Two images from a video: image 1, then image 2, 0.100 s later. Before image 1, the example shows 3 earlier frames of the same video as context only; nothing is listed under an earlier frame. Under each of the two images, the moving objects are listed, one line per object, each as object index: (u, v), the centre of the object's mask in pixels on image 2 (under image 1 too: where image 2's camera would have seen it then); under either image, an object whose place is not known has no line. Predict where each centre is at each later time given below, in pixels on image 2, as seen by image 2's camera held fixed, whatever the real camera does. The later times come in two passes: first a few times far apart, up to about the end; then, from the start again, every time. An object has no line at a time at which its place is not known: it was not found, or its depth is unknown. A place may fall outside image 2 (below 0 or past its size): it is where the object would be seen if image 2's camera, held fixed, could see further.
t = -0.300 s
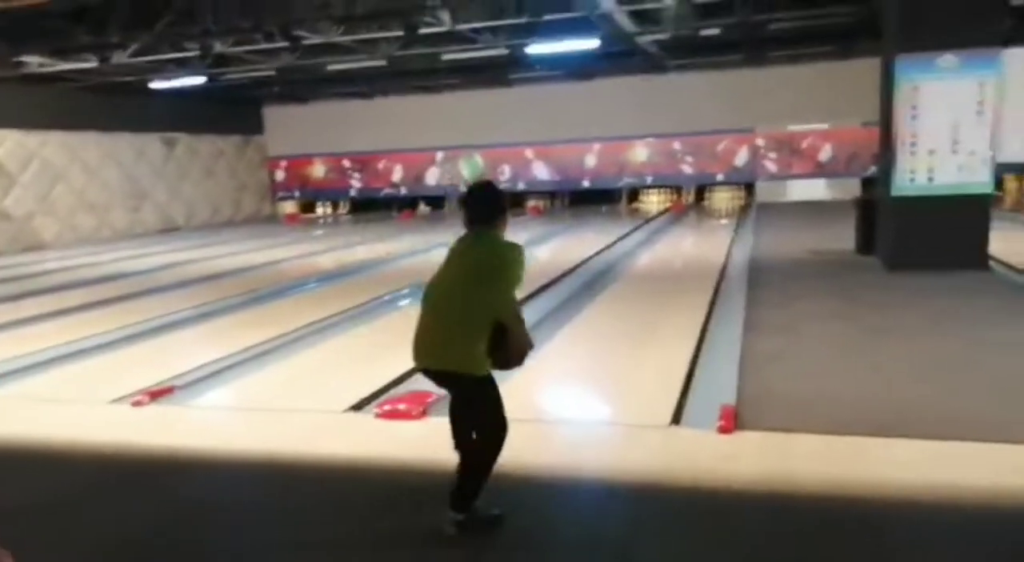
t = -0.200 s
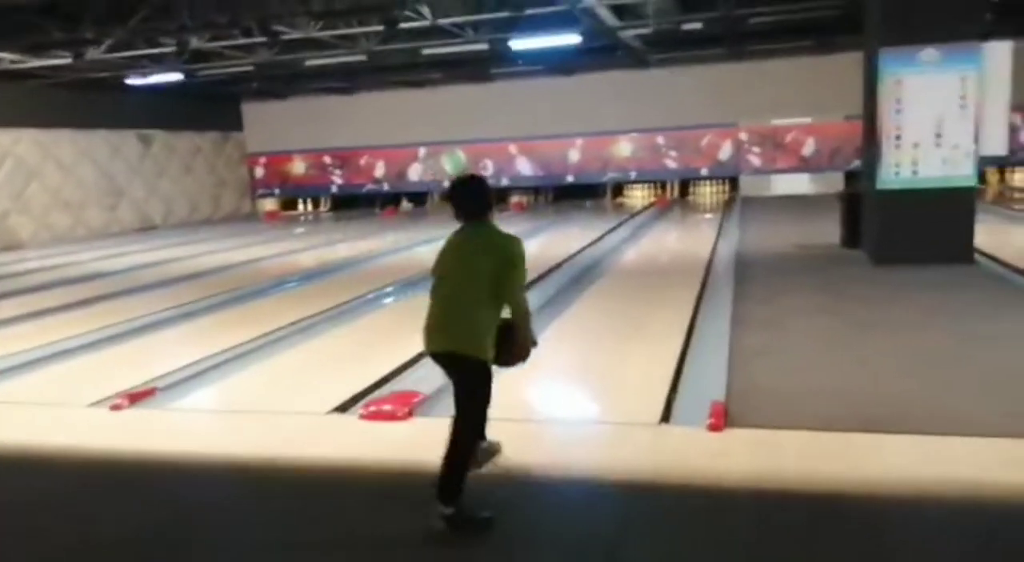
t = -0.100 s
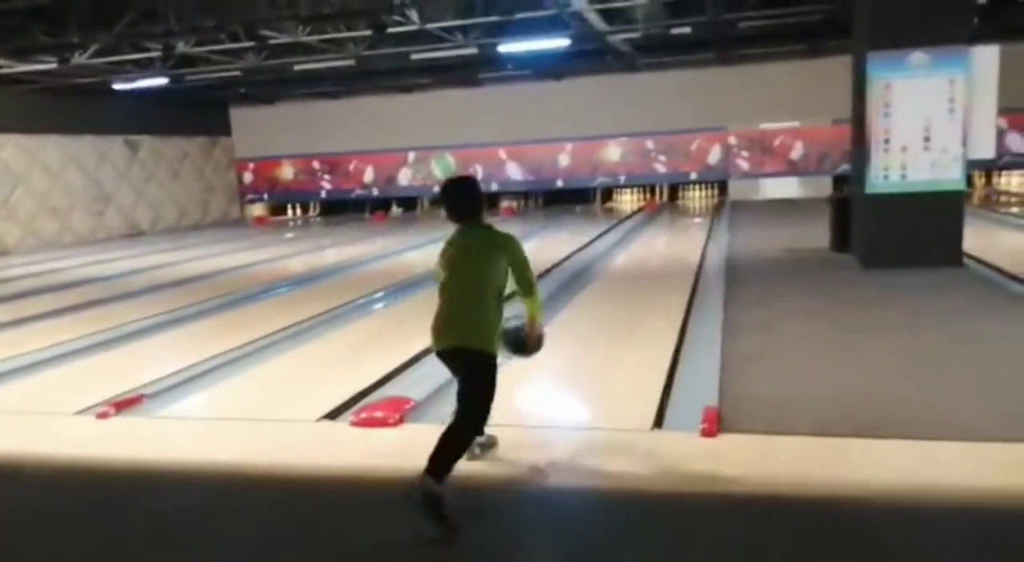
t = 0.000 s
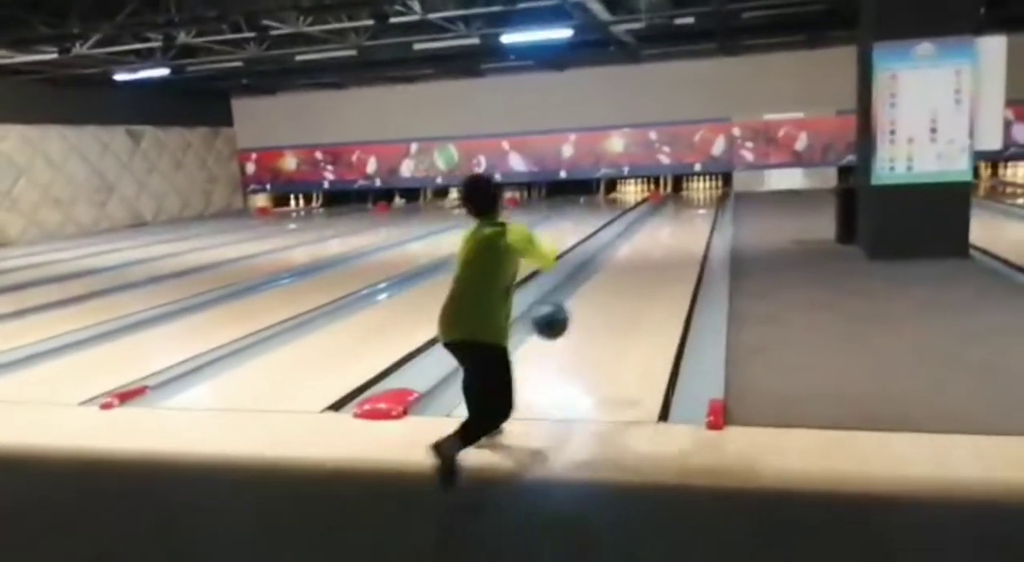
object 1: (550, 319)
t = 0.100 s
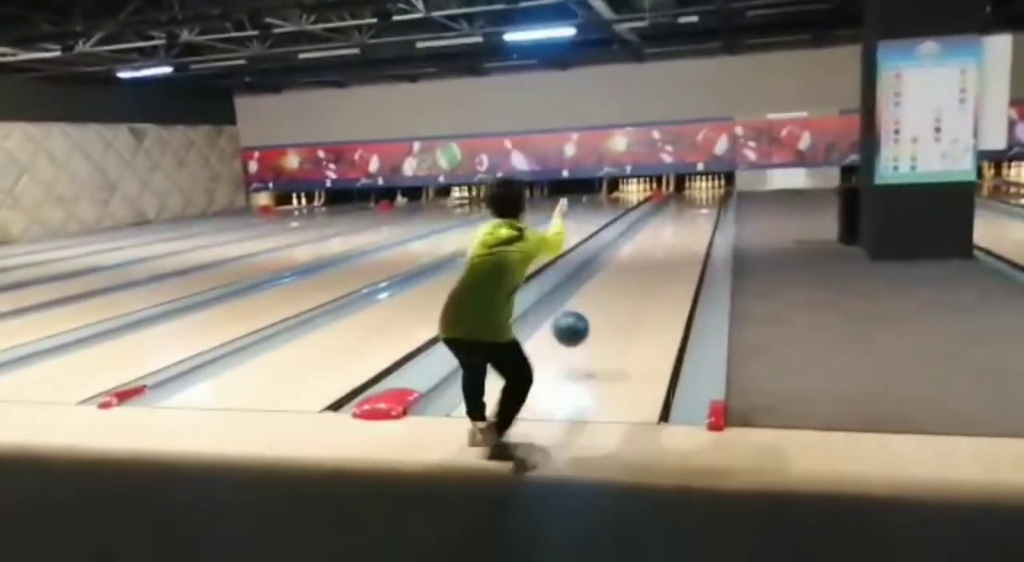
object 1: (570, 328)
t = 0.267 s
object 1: (596, 330)
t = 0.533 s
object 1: (621, 296)
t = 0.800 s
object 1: (638, 274)
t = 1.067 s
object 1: (651, 256)
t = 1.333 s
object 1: (659, 245)
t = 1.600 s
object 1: (664, 235)
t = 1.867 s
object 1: (669, 228)
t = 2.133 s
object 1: (672, 221)
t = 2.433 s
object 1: (676, 215)
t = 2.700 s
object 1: (679, 211)
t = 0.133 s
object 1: (577, 334)
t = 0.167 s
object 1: (582, 341)
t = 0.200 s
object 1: (588, 341)
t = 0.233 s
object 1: (592, 334)
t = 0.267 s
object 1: (596, 330)
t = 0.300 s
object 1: (599, 326)
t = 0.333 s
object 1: (603, 321)
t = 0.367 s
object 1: (606, 317)
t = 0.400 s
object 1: (610, 312)
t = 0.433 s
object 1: (613, 308)
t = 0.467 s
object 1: (616, 304)
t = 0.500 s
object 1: (618, 300)
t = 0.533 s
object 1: (621, 296)
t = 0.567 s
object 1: (623, 293)
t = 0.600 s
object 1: (626, 290)
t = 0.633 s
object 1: (628, 287)
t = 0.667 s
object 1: (630, 284)
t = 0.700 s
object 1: (633, 282)
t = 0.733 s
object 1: (635, 279)
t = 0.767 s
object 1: (636, 276)
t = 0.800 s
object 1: (638, 274)
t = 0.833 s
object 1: (640, 272)
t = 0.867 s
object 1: (642, 270)
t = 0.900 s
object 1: (643, 267)
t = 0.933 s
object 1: (644, 265)
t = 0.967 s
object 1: (646, 263)
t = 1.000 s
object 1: (648, 261)
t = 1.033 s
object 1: (650, 258)
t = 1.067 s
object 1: (651, 256)
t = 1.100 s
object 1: (652, 255)
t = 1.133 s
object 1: (654, 253)
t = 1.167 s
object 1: (654, 252)
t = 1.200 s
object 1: (655, 250)
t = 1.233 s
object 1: (656, 249)
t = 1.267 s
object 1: (657, 247)
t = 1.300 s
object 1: (657, 246)
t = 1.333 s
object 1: (659, 245)
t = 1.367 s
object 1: (659, 243)
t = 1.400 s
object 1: (660, 242)
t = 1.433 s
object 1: (660, 241)
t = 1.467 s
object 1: (661, 240)
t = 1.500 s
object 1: (662, 239)
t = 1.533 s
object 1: (663, 237)
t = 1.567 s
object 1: (663, 236)
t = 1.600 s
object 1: (664, 235)
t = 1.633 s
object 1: (664, 234)
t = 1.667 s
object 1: (665, 233)
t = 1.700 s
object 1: (666, 232)
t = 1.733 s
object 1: (666, 231)
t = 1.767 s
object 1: (667, 230)
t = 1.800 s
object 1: (668, 229)
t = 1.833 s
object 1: (668, 229)
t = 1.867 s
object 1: (669, 228)
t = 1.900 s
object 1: (669, 227)
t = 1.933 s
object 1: (670, 226)
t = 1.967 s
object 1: (670, 225)
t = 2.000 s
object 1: (670, 224)
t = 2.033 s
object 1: (671, 223)
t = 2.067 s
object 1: (672, 222)
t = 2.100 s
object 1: (672, 222)
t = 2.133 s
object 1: (672, 221)
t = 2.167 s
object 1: (673, 220)
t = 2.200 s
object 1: (673, 220)
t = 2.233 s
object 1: (673, 219)
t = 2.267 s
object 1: (674, 218)
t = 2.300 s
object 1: (675, 218)
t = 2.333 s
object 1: (675, 217)
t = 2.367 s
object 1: (675, 216)
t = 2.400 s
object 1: (676, 215)
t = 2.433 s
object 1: (676, 215)
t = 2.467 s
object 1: (676, 215)
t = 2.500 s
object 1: (677, 214)
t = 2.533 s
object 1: (678, 213)
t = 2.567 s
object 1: (678, 213)
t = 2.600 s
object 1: (678, 212)
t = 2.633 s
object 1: (678, 212)
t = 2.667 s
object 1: (678, 211)
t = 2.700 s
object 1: (679, 211)
